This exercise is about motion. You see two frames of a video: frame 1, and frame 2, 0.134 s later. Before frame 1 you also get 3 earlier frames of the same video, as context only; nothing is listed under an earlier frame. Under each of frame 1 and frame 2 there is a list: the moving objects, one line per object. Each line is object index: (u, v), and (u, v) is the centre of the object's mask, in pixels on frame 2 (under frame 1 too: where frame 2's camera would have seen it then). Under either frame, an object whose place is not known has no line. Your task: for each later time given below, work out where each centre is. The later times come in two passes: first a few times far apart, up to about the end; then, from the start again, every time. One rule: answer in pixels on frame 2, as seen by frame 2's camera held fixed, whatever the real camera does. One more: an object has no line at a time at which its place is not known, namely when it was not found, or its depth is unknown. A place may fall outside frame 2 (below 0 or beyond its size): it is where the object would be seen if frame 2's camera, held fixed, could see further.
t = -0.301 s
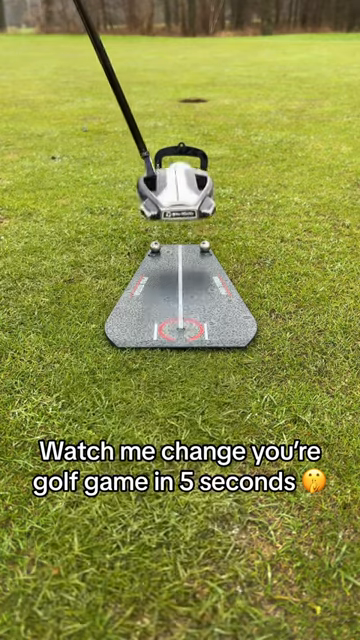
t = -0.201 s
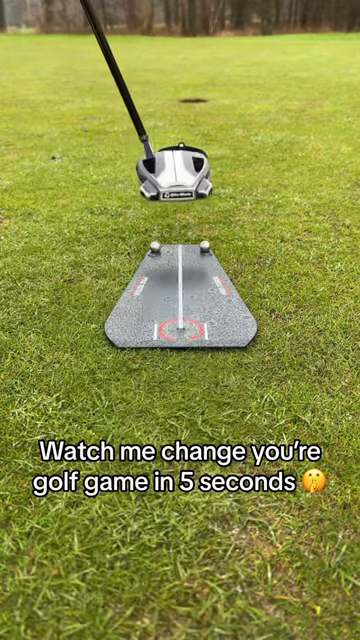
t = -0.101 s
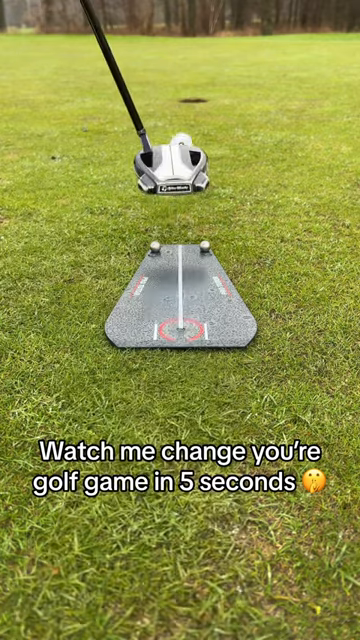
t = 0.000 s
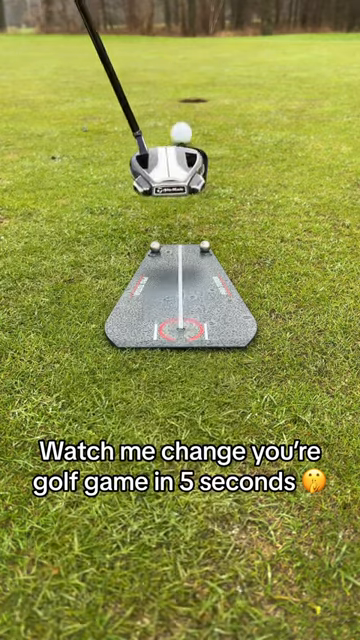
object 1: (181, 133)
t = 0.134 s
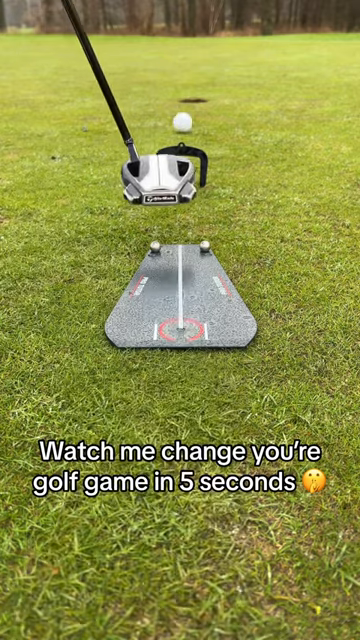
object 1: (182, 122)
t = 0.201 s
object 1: (183, 118)
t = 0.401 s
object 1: (185, 108)
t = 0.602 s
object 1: (187, 101)
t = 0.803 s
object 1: (190, 96)
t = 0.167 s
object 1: (183, 121)
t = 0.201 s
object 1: (183, 118)
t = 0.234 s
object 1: (183, 117)
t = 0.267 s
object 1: (183, 115)
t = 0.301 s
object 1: (184, 113)
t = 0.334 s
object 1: (185, 111)
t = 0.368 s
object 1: (185, 109)
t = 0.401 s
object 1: (185, 108)
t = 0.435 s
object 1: (186, 106)
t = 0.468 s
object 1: (186, 105)
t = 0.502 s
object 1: (186, 104)
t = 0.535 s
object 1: (186, 103)
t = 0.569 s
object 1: (187, 102)
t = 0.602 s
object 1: (187, 101)
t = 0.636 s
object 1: (188, 100)
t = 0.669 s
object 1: (188, 99)
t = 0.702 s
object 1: (189, 97)
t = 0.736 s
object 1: (189, 96)
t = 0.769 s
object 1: (190, 96)
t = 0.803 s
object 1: (190, 96)
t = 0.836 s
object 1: (190, 96)
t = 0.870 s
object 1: (191, 97)
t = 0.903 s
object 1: (192, 100)
